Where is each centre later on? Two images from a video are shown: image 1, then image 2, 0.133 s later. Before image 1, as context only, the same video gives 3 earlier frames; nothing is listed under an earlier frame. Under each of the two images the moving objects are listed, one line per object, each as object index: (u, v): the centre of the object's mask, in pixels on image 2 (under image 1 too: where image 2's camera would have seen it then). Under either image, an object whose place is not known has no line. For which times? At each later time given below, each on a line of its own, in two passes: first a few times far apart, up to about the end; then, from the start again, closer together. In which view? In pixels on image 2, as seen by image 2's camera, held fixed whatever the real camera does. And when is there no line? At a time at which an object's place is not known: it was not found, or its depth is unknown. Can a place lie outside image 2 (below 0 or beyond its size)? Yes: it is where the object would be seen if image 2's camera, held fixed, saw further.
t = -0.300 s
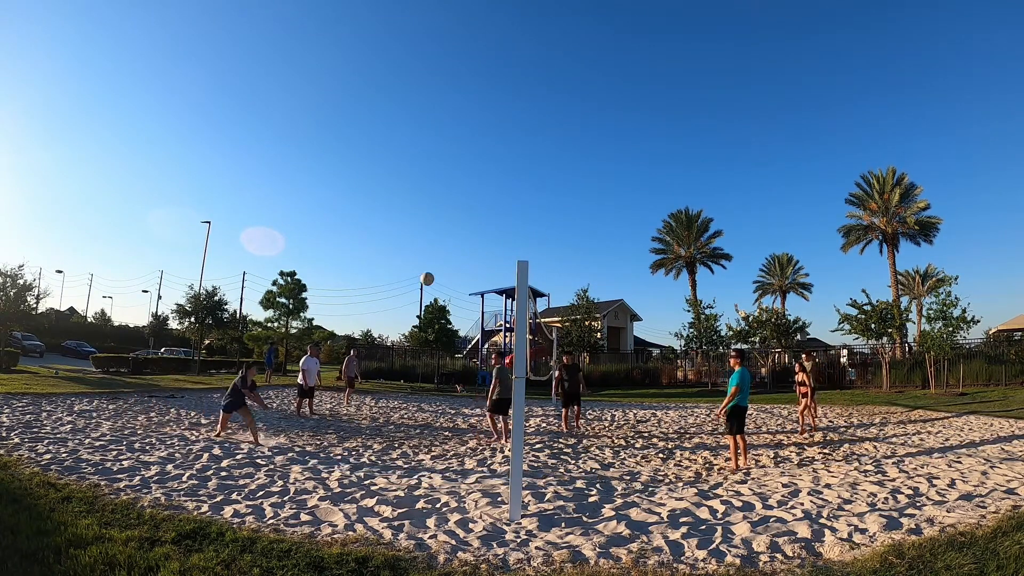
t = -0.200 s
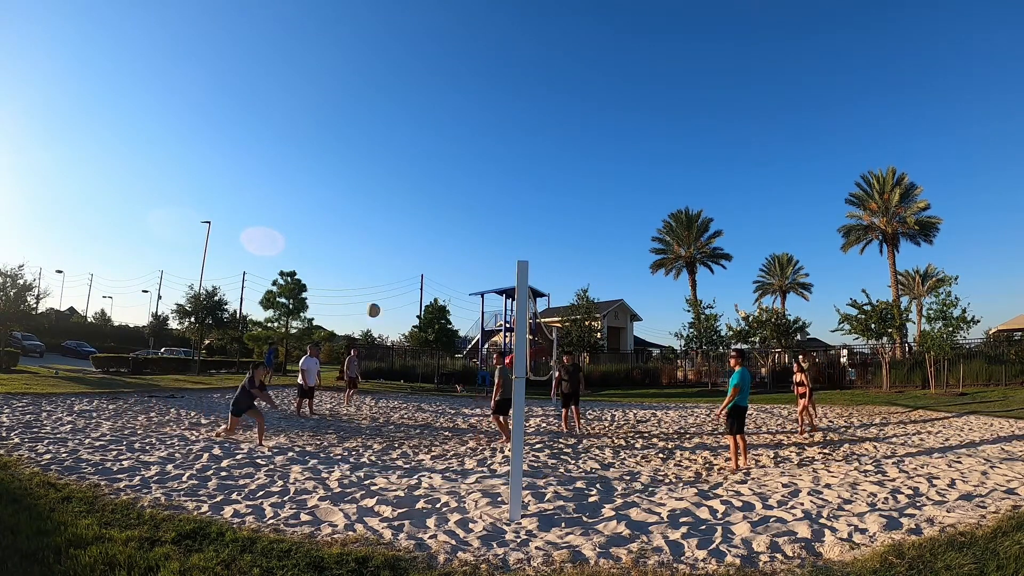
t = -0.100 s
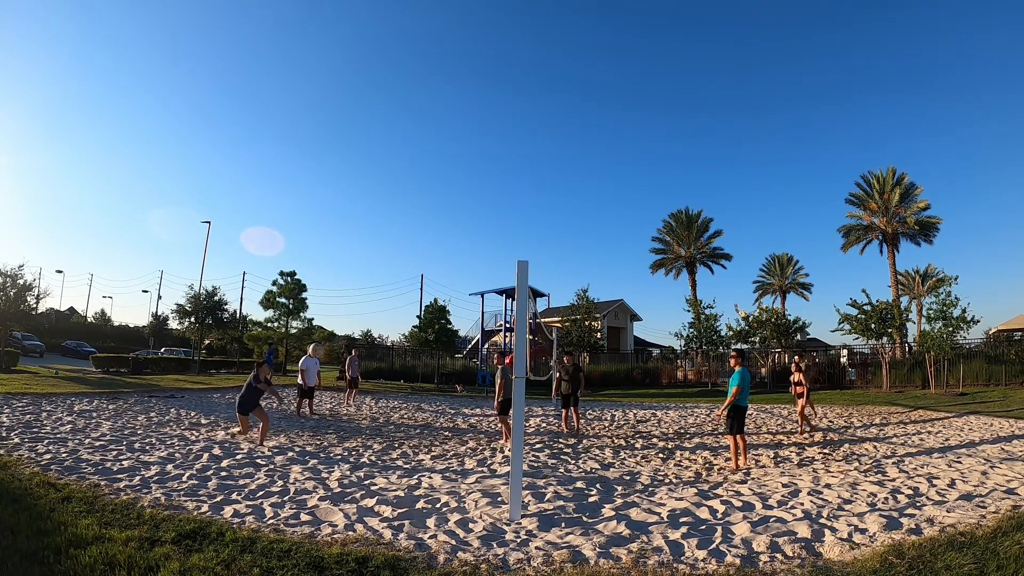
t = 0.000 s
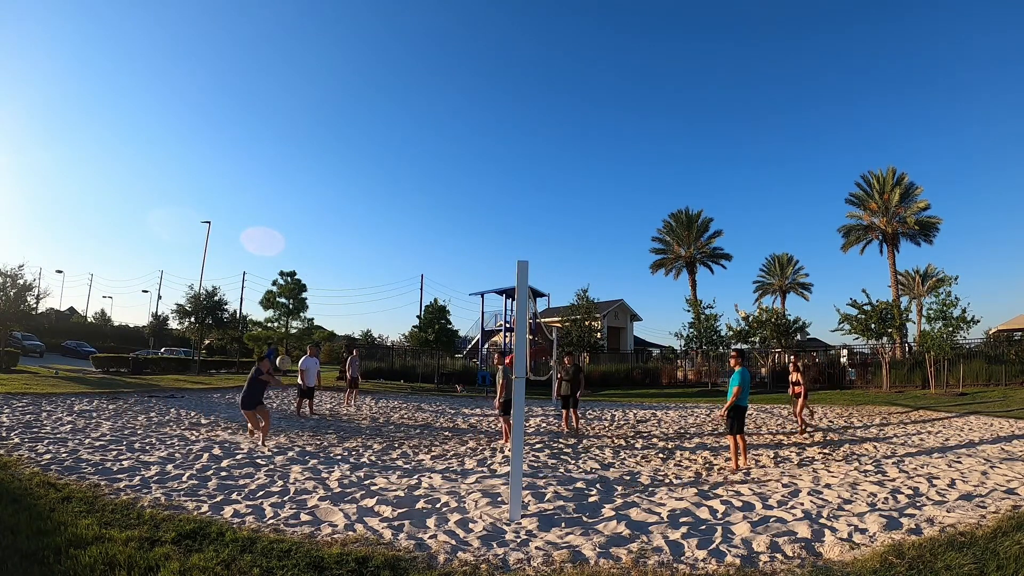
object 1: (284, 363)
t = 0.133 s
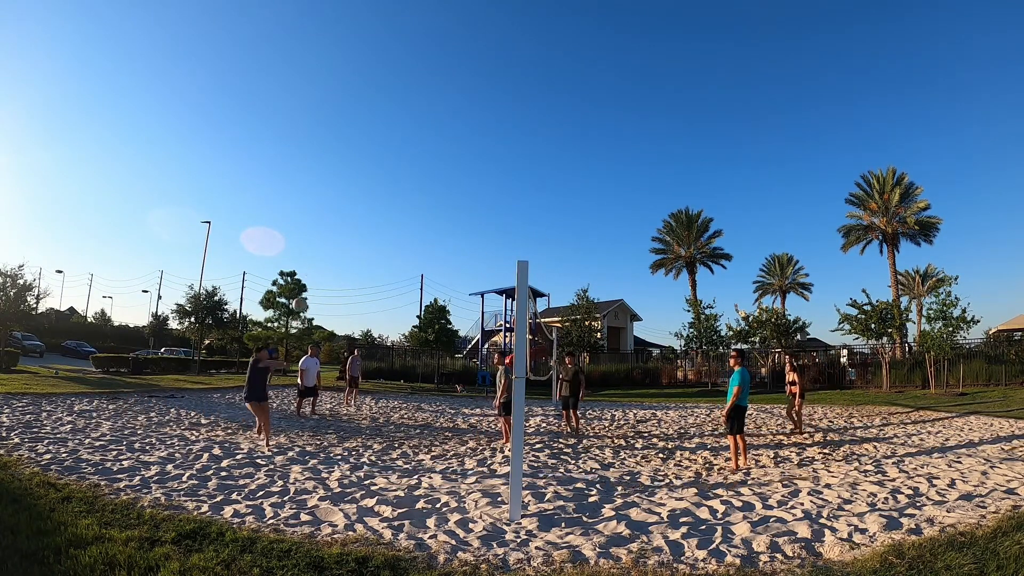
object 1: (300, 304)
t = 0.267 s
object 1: (314, 263)
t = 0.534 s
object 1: (335, 218)
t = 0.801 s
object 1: (349, 216)
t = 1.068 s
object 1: (357, 248)
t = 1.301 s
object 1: (361, 303)
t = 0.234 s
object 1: (311, 272)
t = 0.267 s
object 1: (314, 263)
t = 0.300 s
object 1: (317, 254)
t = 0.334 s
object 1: (320, 247)
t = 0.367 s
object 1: (323, 240)
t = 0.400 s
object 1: (325, 234)
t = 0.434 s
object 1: (328, 229)
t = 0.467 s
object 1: (331, 225)
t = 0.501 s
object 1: (333, 221)
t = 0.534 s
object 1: (335, 218)
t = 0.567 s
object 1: (337, 216)
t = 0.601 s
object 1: (339, 214)
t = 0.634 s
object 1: (341, 213)
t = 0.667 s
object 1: (343, 212)
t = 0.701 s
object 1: (345, 212)
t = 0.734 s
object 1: (346, 213)
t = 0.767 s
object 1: (348, 214)
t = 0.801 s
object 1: (349, 216)
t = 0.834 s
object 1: (350, 218)
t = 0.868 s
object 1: (351, 220)
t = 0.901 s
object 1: (352, 224)
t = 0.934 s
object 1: (353, 228)
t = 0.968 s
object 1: (354, 232)
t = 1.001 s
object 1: (355, 237)
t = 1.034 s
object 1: (356, 242)
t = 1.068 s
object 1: (357, 248)
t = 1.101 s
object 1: (357, 254)
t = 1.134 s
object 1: (358, 261)
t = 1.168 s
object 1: (359, 268)
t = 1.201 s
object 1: (359, 276)
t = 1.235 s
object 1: (360, 284)
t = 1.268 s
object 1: (361, 293)
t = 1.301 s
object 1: (361, 303)
